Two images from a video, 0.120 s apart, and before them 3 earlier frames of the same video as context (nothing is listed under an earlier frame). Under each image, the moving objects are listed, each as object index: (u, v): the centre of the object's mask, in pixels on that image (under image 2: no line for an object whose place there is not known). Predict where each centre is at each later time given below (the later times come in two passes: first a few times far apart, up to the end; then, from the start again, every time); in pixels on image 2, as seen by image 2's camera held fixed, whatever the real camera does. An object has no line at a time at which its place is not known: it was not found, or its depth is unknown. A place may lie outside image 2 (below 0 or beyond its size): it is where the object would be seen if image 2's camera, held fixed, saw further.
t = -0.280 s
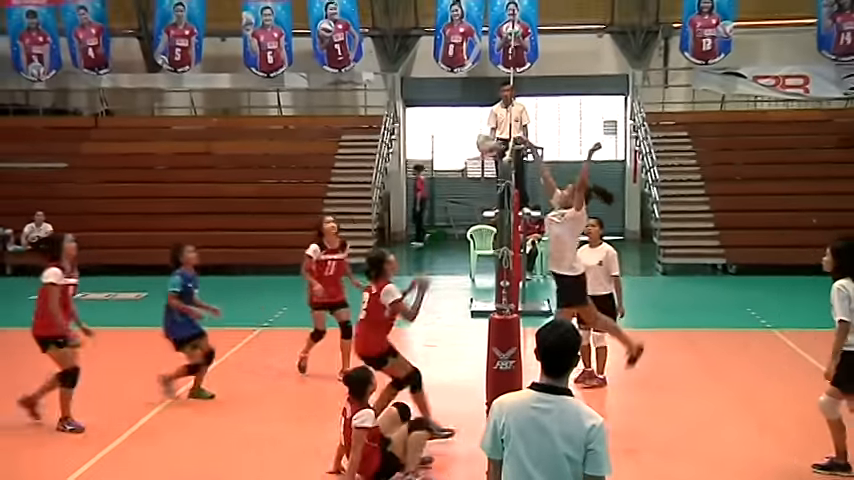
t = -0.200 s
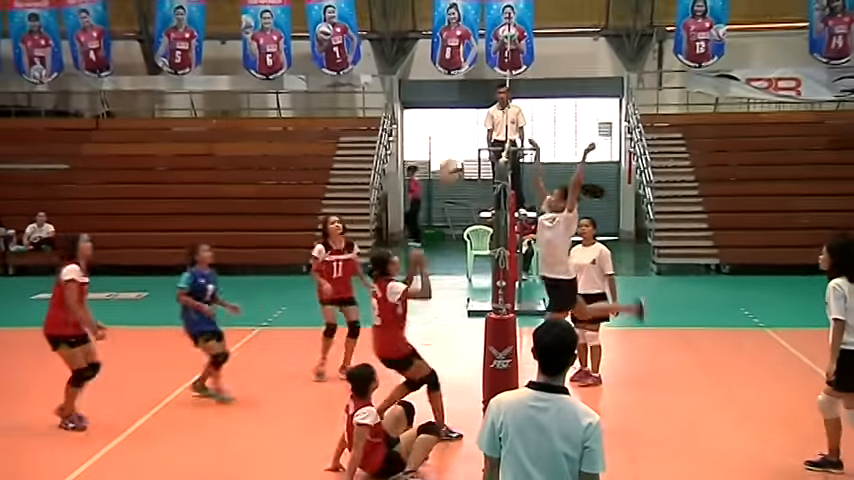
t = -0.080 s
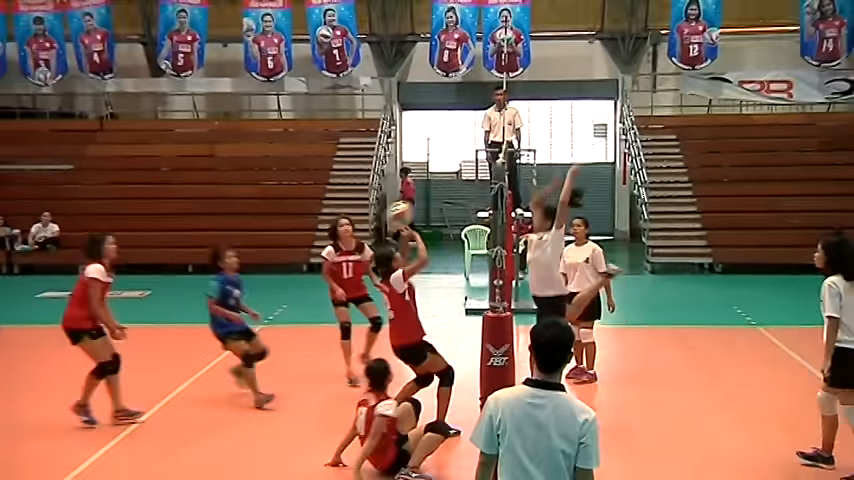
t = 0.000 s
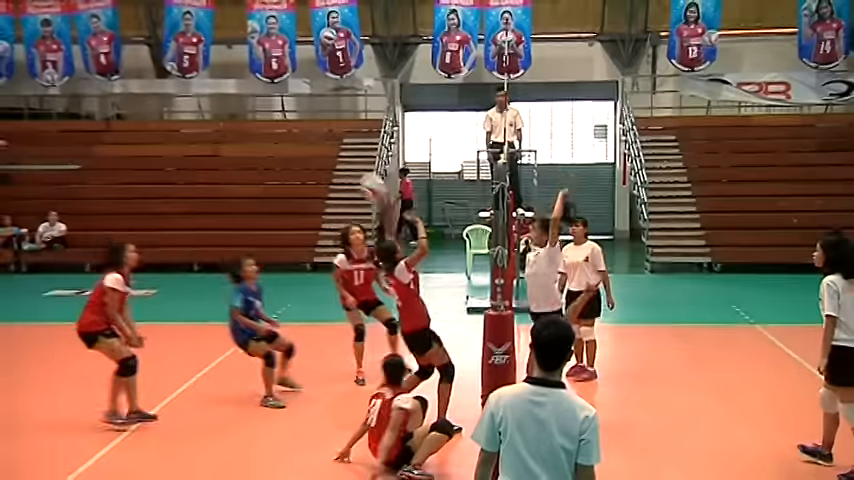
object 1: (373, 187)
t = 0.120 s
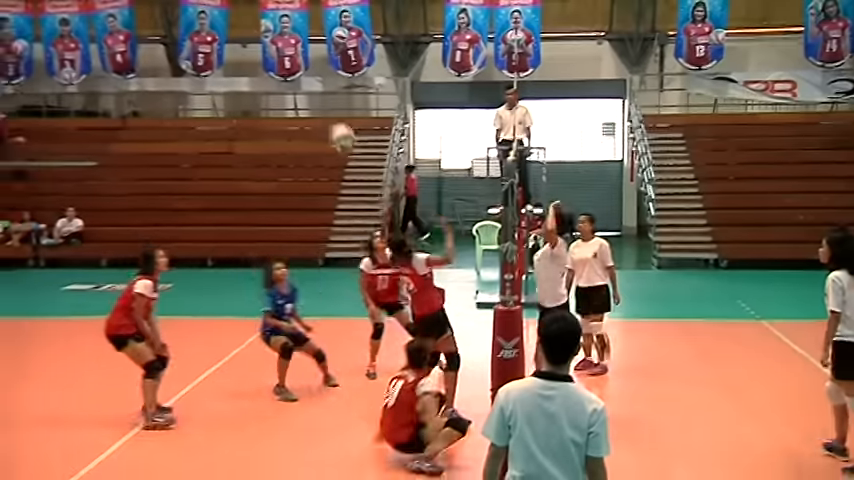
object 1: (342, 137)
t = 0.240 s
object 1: (302, 107)
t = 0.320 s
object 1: (271, 97)
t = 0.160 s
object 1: (327, 126)
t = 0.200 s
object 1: (313, 116)
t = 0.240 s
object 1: (302, 107)
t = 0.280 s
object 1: (286, 102)
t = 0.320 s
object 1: (271, 97)
